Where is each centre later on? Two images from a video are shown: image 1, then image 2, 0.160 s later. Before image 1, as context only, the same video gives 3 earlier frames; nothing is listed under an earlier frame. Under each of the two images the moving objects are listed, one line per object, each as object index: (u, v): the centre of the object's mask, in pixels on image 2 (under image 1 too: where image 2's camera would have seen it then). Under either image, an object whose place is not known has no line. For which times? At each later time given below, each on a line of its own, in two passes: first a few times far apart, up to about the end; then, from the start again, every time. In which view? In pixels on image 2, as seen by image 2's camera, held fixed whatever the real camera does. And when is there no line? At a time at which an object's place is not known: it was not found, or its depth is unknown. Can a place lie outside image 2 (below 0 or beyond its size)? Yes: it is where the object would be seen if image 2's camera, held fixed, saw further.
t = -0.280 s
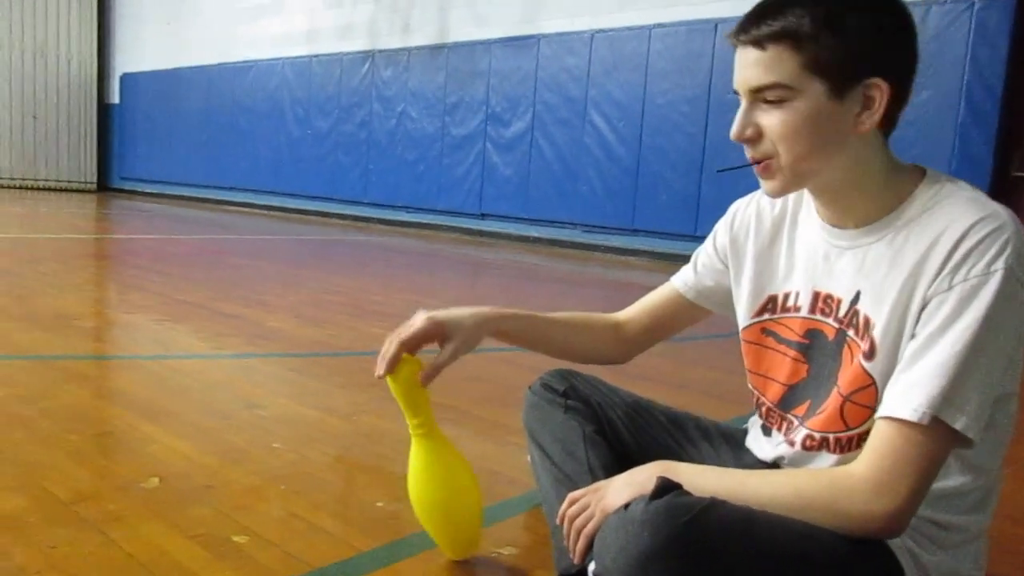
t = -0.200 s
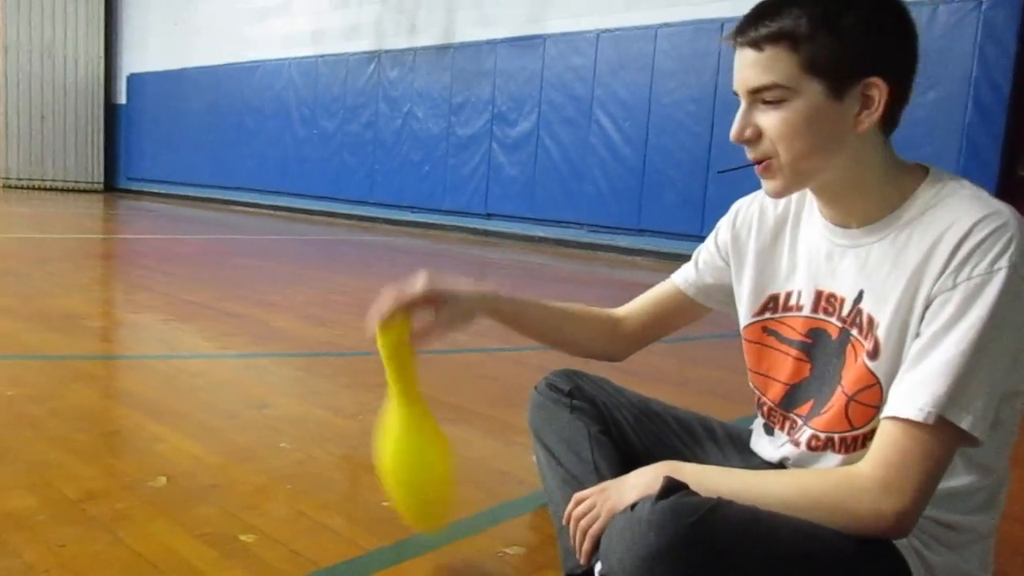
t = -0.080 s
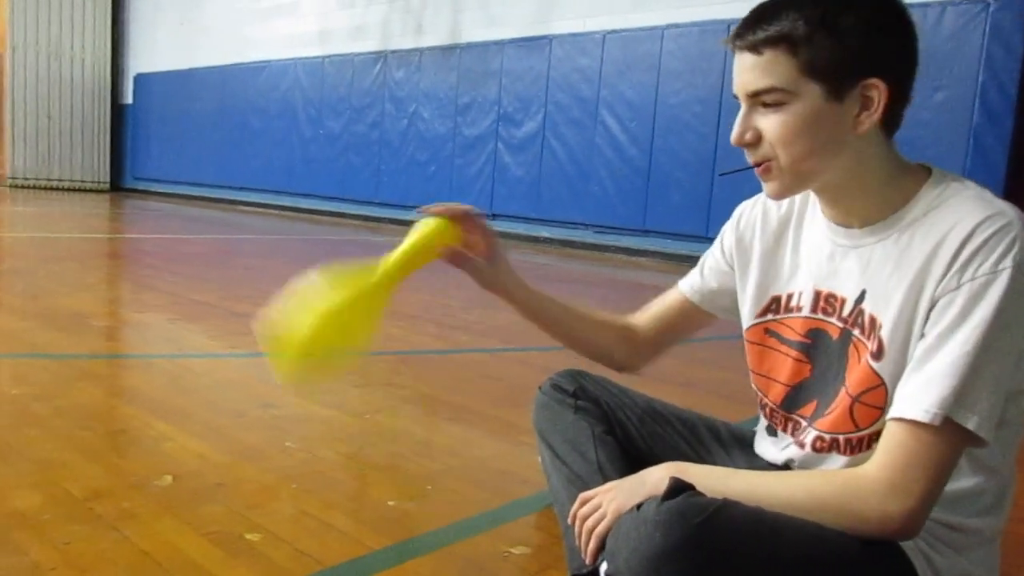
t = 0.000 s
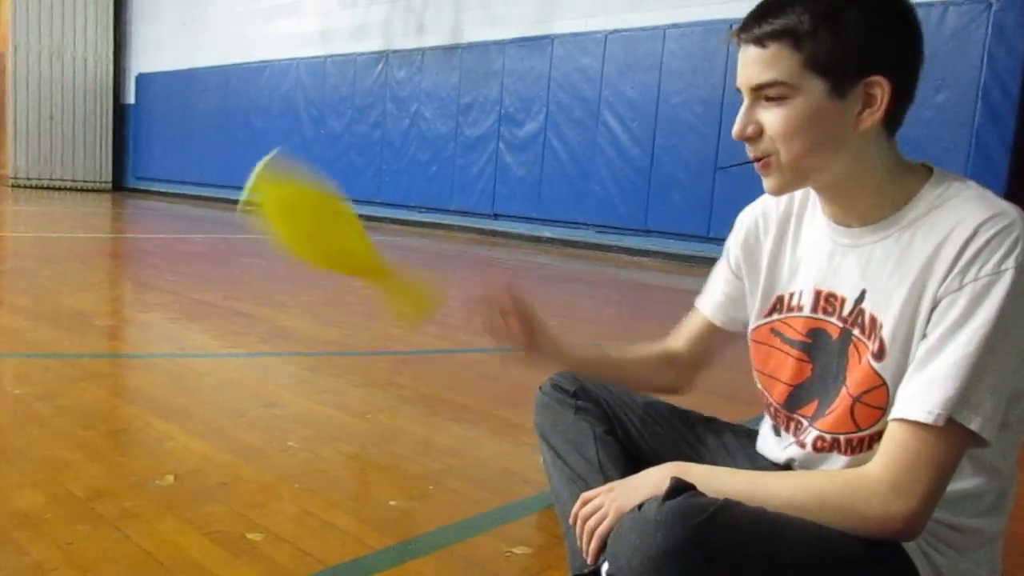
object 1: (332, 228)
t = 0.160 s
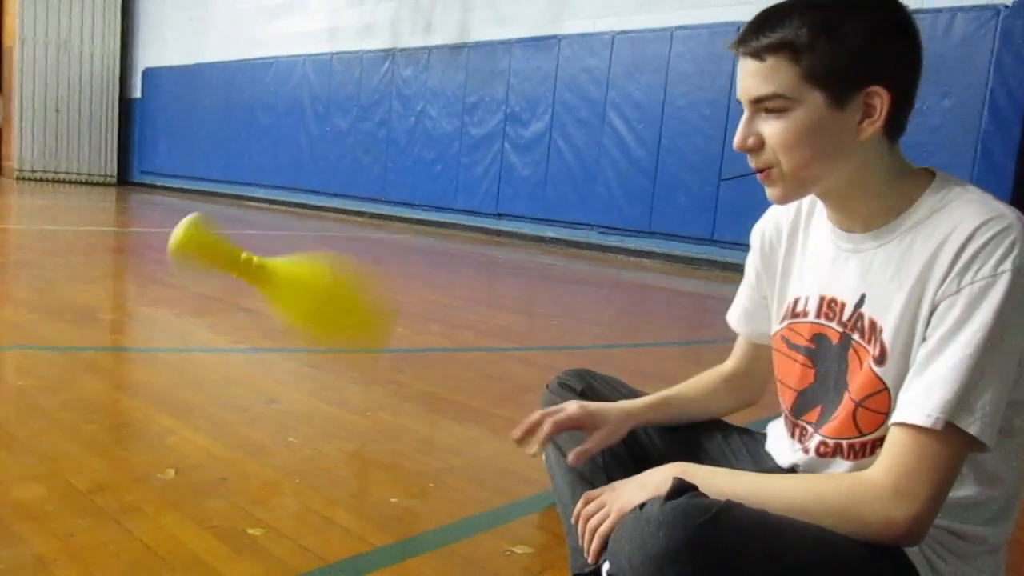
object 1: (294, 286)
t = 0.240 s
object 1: (264, 381)
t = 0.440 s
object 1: (194, 428)
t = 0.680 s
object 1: (92, 517)
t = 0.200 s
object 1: (277, 327)
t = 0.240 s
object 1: (264, 381)
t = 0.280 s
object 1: (256, 442)
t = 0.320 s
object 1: (232, 513)
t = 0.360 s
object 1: (220, 485)
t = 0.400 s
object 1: (209, 449)
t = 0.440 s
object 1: (194, 428)
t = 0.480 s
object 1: (182, 416)
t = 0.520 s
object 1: (169, 414)
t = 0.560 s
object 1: (154, 425)
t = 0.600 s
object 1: (134, 440)
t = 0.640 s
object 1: (120, 483)
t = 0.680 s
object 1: (92, 517)
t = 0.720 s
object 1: (87, 508)
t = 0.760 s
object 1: (76, 487)
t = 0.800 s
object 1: (68, 479)
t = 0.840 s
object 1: (55, 484)
